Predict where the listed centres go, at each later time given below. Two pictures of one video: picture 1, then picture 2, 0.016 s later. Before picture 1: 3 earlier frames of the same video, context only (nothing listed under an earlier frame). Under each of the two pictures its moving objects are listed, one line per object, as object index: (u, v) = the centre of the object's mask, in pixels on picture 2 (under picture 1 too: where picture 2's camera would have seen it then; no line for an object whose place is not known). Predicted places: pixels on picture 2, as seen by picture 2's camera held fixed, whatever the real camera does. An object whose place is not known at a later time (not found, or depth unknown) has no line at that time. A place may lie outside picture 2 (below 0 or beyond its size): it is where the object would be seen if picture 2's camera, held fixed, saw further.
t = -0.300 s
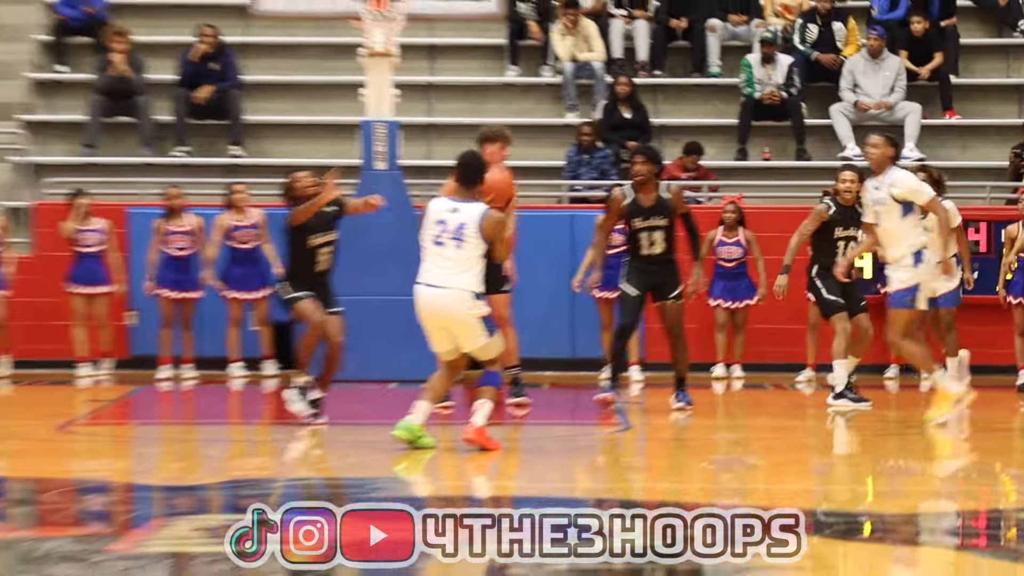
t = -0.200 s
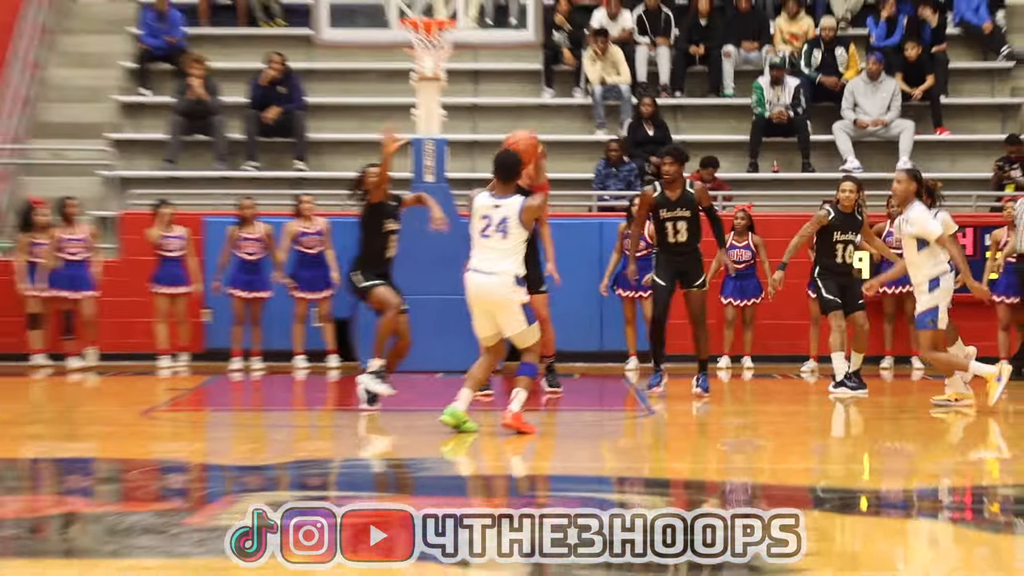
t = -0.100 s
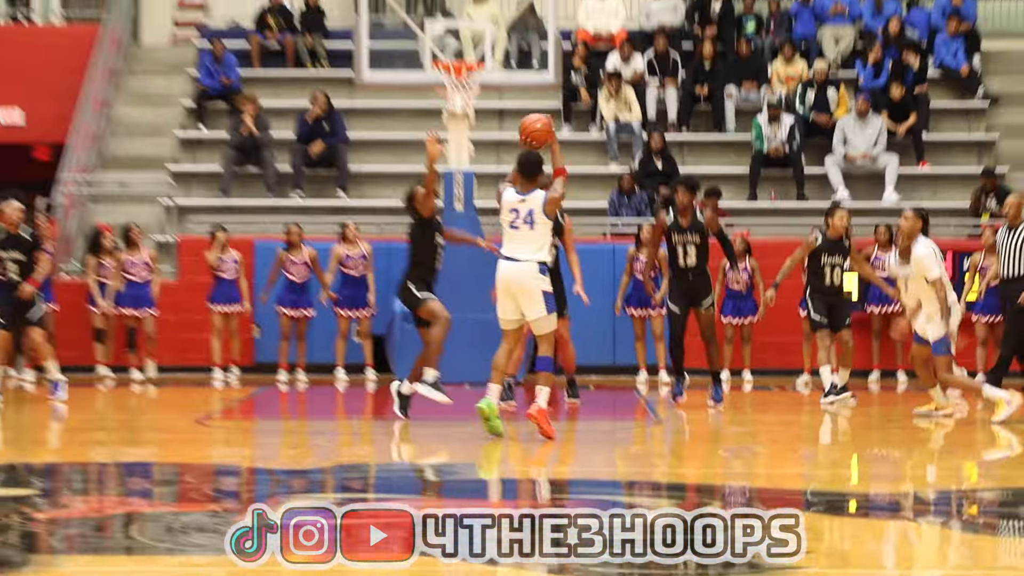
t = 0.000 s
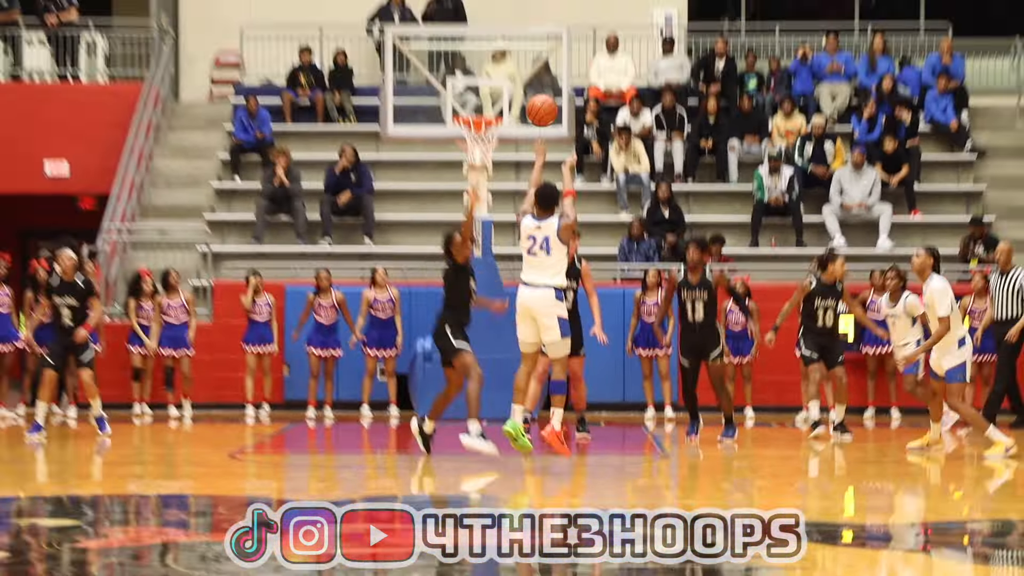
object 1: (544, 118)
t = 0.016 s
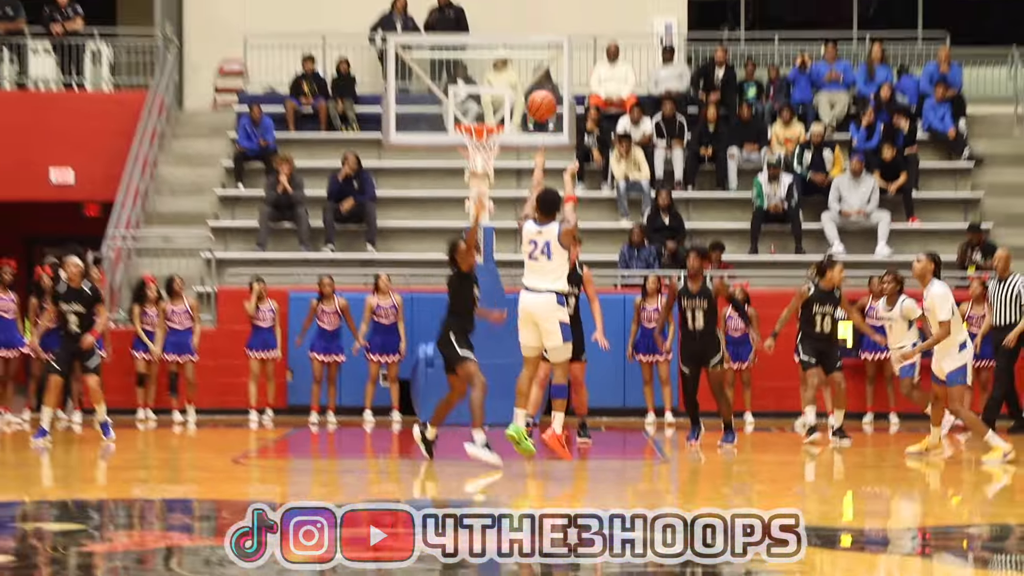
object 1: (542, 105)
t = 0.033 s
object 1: (541, 93)
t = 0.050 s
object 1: (539, 82)
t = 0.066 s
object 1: (538, 69)
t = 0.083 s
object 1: (537, 58)
